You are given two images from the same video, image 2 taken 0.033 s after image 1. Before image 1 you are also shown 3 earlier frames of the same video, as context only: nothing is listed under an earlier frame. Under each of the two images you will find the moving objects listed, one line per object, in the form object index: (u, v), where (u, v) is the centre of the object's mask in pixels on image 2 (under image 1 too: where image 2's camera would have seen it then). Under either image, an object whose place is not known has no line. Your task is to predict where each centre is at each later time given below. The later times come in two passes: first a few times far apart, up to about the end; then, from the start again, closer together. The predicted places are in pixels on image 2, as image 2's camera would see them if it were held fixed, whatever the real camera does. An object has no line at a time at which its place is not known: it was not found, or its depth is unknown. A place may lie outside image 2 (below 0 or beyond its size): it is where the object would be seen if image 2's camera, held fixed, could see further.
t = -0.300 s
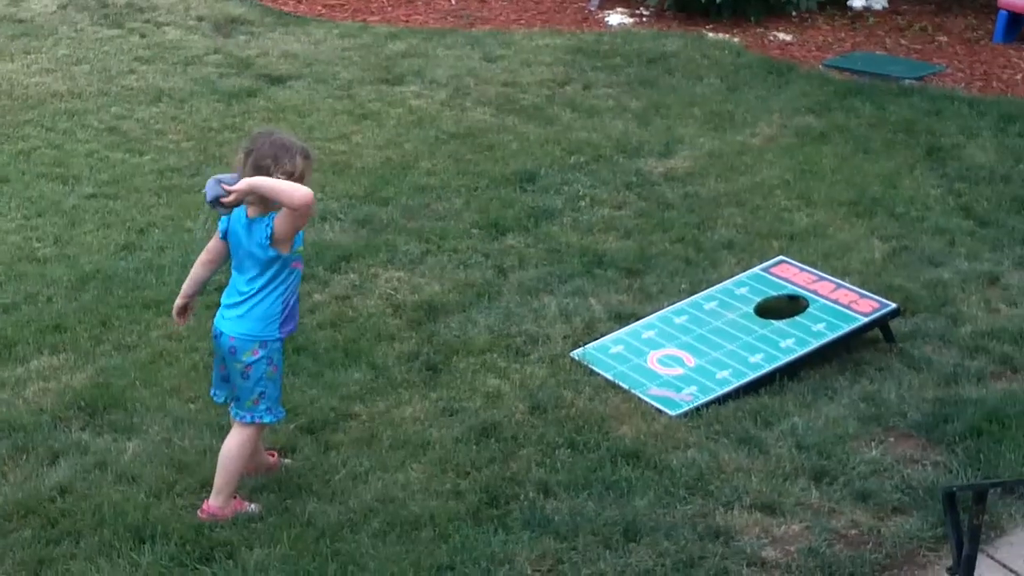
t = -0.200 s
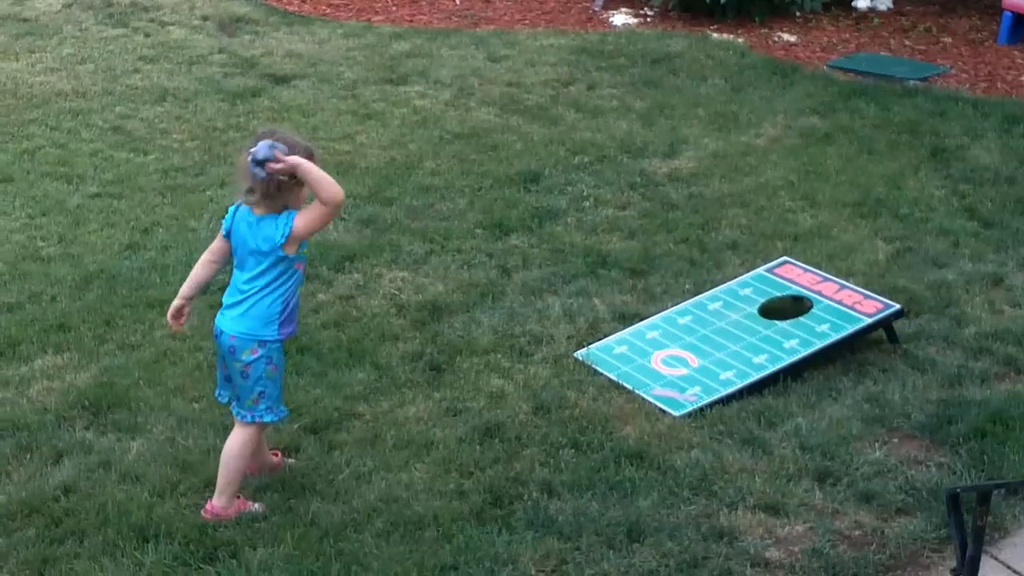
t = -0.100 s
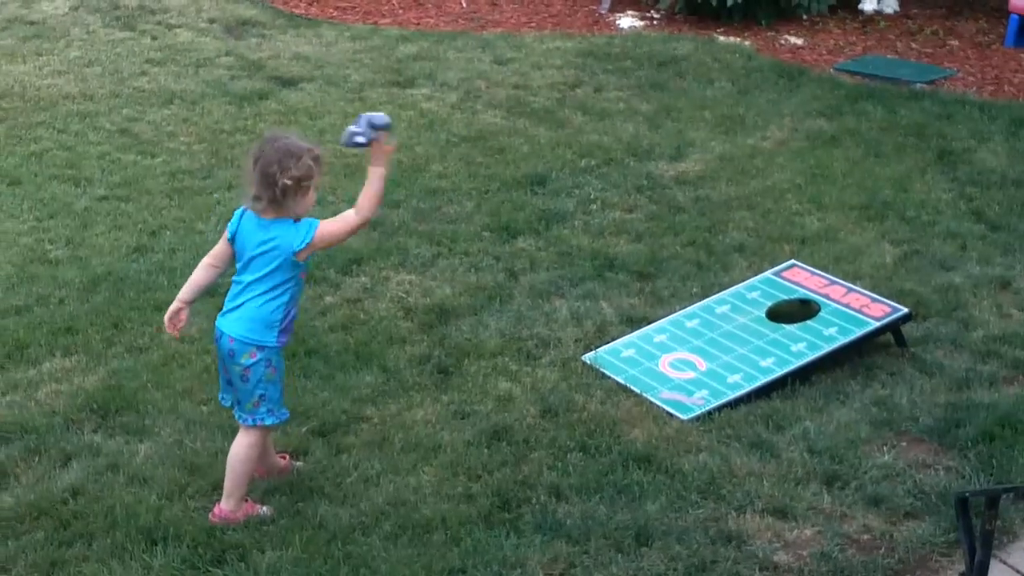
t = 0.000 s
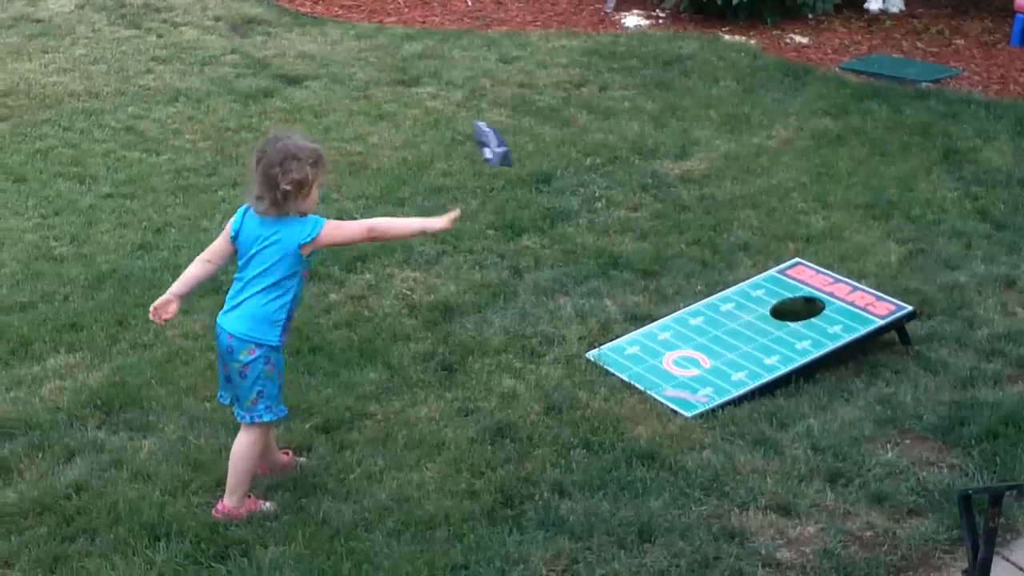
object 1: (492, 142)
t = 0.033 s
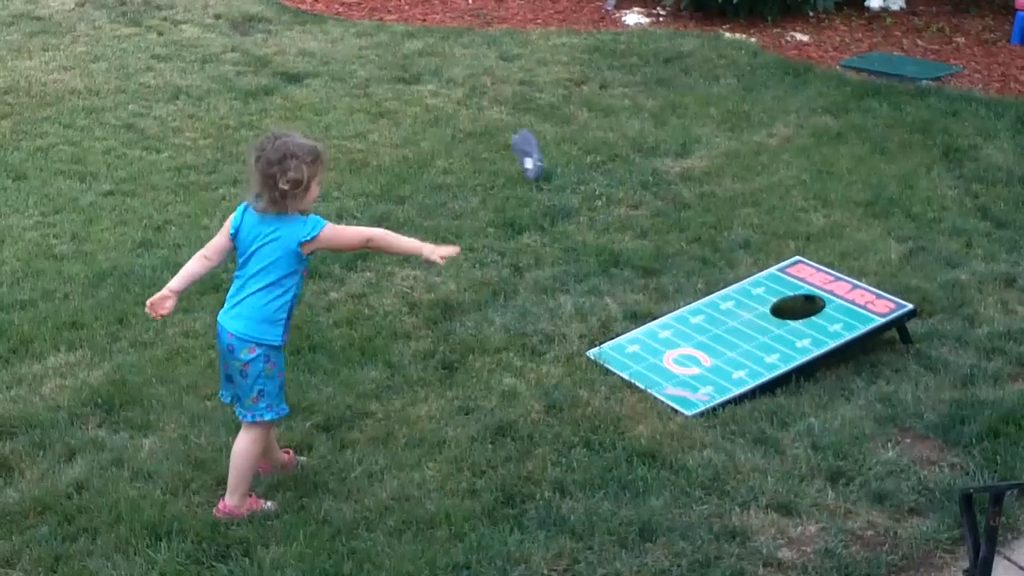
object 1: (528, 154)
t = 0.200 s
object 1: (689, 270)
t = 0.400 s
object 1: (767, 320)
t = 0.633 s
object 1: (774, 328)
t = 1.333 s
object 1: (774, 328)
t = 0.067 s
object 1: (563, 172)
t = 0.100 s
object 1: (597, 190)
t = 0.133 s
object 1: (630, 215)
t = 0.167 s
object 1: (661, 241)
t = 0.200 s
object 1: (689, 270)
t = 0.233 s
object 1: (716, 301)
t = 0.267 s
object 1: (745, 331)
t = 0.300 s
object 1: (750, 332)
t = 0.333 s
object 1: (756, 326)
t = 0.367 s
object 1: (763, 321)
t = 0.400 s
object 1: (767, 320)
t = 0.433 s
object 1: (772, 321)
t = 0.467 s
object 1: (774, 322)
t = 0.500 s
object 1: (774, 323)
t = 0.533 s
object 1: (775, 327)
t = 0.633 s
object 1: (774, 328)
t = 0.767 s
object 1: (774, 328)
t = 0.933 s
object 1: (774, 328)
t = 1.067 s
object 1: (773, 328)
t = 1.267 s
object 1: (774, 328)
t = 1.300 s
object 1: (774, 328)
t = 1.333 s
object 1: (774, 328)
